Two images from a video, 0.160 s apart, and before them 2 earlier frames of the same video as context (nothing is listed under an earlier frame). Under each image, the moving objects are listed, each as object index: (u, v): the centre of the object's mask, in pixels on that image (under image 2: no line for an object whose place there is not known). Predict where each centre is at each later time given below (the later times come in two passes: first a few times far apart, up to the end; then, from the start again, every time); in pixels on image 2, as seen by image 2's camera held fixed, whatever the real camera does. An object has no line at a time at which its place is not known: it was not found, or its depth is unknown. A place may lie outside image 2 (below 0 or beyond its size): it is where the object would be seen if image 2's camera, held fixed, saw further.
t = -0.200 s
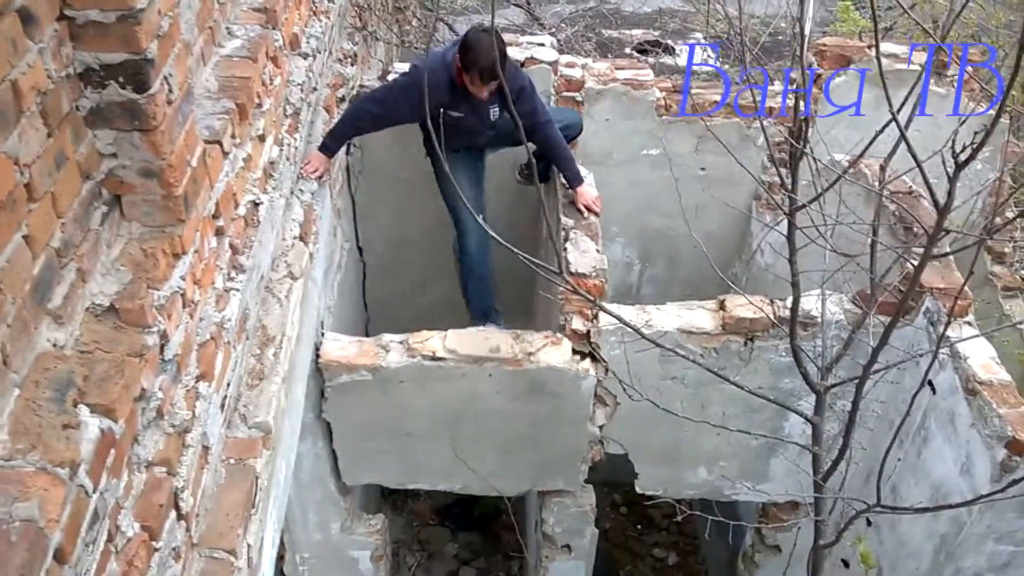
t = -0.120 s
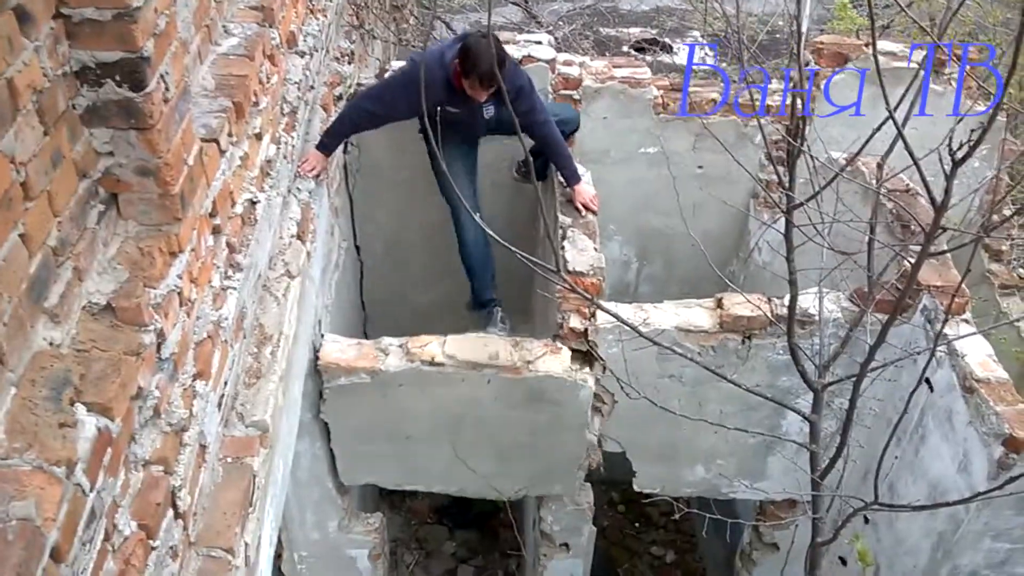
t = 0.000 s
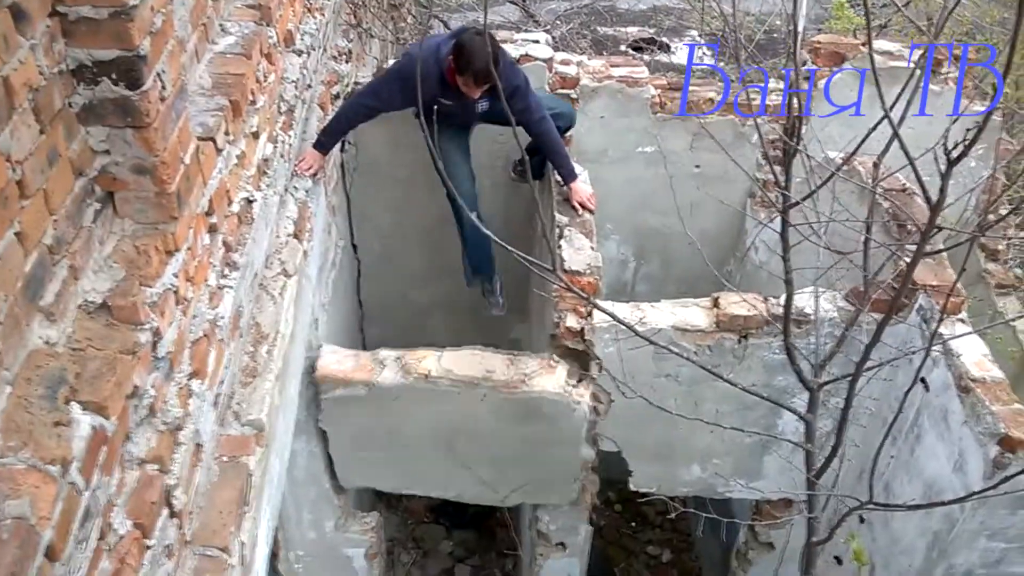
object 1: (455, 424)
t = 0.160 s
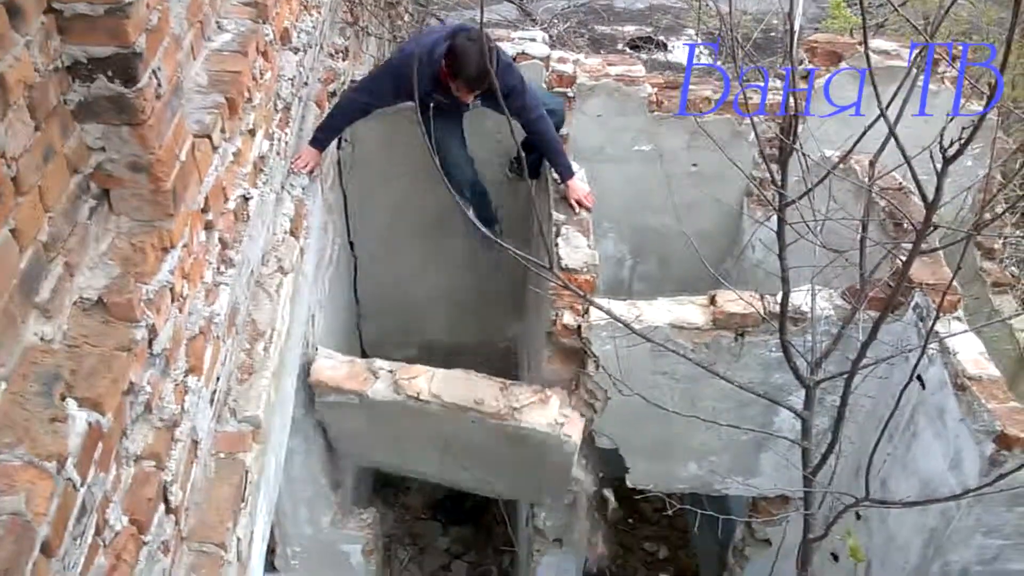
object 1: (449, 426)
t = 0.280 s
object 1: (444, 430)
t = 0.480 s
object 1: (436, 463)
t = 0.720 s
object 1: (425, 533)
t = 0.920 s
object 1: (413, 606)
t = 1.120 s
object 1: (451, 670)
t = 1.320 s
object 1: (466, 738)
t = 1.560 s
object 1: (507, 766)
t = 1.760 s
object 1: (518, 778)
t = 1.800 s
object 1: (518, 780)
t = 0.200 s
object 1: (447, 428)
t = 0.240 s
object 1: (446, 431)
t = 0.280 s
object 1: (444, 430)
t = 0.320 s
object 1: (443, 433)
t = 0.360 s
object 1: (445, 438)
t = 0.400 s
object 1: (444, 444)
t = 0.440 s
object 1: (436, 456)
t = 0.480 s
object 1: (436, 463)
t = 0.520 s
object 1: (435, 472)
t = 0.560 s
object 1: (433, 481)
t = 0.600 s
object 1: (432, 488)
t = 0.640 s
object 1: (433, 501)
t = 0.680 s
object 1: (428, 519)
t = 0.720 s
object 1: (425, 533)
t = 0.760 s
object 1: (423, 552)
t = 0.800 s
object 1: (418, 561)
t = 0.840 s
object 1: (416, 574)
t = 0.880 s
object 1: (415, 591)
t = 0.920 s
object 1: (413, 606)
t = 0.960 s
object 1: (427, 624)
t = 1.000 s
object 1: (432, 619)
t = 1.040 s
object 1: (439, 631)
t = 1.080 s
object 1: (453, 659)
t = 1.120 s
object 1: (451, 670)
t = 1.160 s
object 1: (475, 677)
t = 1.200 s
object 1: (468, 689)
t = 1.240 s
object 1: (460, 705)
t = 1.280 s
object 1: (471, 717)
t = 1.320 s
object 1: (466, 738)
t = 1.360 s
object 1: (470, 748)
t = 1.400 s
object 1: (473, 755)
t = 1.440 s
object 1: (484, 741)
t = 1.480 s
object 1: (498, 753)
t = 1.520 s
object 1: (503, 761)
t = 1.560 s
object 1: (507, 766)
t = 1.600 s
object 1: (511, 771)
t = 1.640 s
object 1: (514, 782)
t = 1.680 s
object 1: (517, 778)
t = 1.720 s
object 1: (517, 778)
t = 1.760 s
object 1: (518, 778)
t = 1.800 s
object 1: (518, 780)
